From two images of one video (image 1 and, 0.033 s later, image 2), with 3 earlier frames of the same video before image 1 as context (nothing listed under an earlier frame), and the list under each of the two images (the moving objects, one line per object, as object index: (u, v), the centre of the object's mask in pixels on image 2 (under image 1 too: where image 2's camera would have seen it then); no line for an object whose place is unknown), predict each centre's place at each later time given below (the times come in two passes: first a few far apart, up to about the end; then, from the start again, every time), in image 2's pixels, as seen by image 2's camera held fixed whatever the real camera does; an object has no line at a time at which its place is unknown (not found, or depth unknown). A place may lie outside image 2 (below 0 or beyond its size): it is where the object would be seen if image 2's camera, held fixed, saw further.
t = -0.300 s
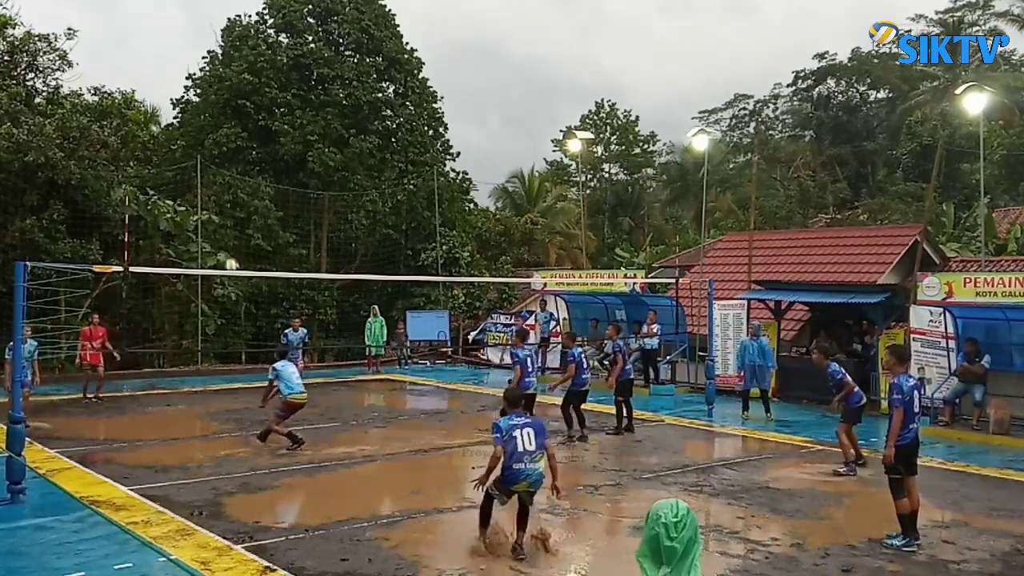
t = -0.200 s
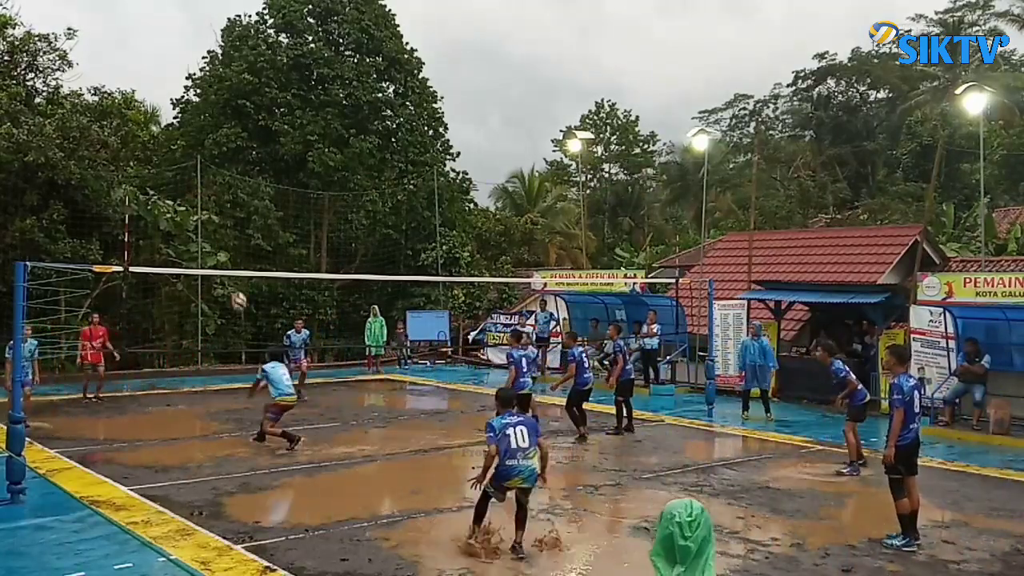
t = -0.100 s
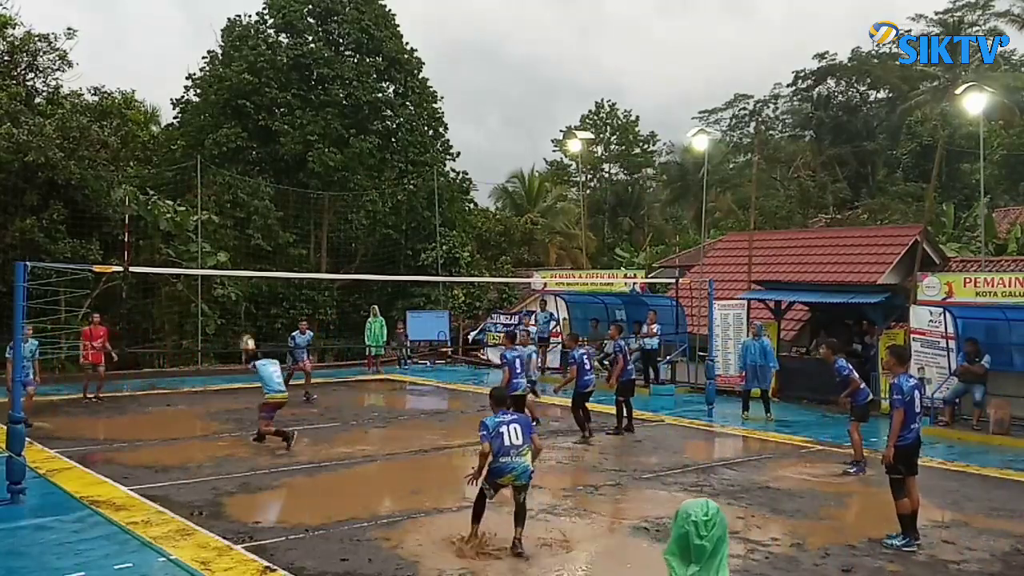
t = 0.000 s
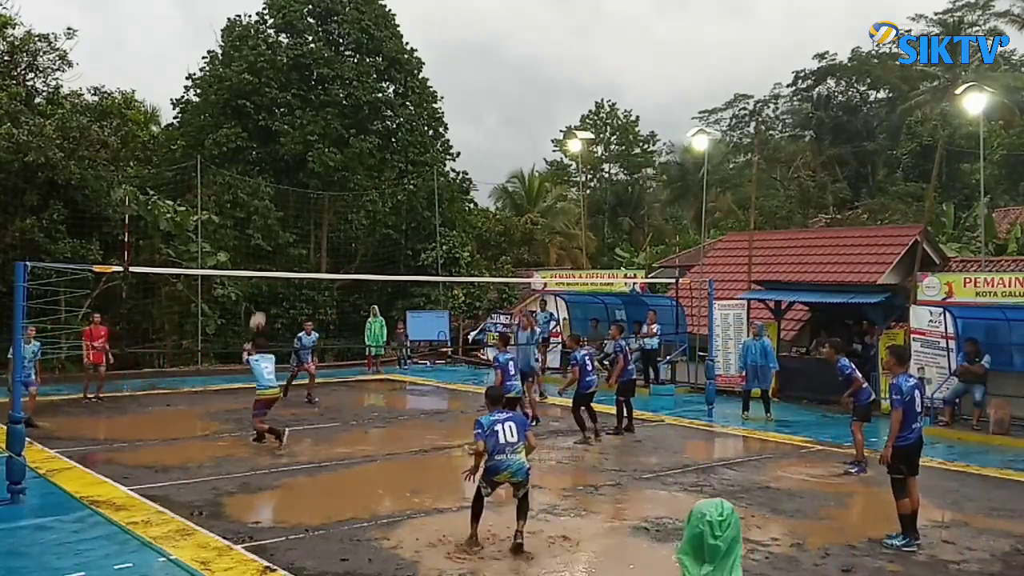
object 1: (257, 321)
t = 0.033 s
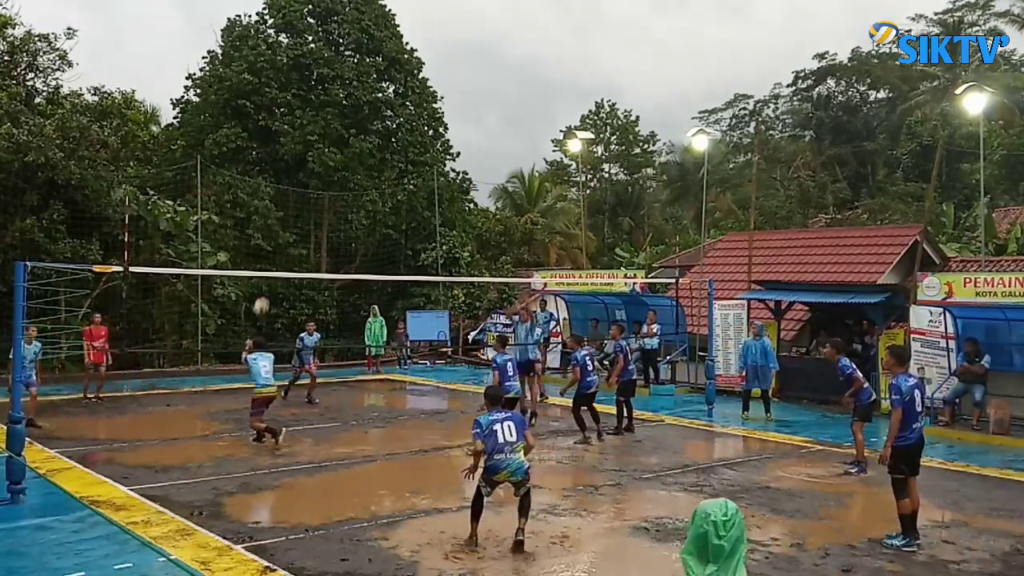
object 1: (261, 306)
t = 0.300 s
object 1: (287, 219)
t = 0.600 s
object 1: (312, 179)
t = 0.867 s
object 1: (333, 192)
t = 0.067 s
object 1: (264, 292)
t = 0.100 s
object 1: (267, 282)
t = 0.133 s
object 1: (271, 265)
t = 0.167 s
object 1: (275, 256)
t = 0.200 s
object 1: (278, 246)
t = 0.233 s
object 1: (281, 236)
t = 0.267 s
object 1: (284, 228)
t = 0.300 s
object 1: (287, 219)
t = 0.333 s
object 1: (290, 211)
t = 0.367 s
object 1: (293, 205)
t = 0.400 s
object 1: (296, 199)
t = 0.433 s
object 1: (299, 194)
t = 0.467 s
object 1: (301, 190)
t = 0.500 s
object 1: (304, 186)
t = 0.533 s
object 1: (307, 183)
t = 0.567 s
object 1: (309, 181)
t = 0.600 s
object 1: (312, 179)
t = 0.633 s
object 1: (315, 178)
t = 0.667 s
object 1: (318, 178)
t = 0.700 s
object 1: (320, 179)
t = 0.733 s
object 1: (322, 180)
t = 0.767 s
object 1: (325, 183)
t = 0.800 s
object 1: (328, 185)
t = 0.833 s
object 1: (330, 187)
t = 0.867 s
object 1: (333, 192)
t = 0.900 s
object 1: (335, 196)
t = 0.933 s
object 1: (337, 200)
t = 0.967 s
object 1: (339, 206)
